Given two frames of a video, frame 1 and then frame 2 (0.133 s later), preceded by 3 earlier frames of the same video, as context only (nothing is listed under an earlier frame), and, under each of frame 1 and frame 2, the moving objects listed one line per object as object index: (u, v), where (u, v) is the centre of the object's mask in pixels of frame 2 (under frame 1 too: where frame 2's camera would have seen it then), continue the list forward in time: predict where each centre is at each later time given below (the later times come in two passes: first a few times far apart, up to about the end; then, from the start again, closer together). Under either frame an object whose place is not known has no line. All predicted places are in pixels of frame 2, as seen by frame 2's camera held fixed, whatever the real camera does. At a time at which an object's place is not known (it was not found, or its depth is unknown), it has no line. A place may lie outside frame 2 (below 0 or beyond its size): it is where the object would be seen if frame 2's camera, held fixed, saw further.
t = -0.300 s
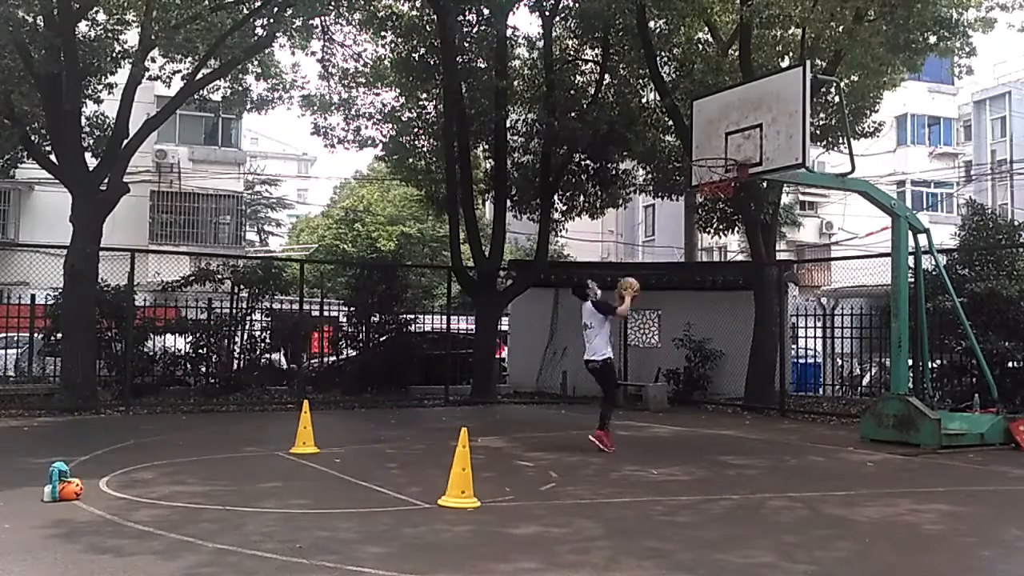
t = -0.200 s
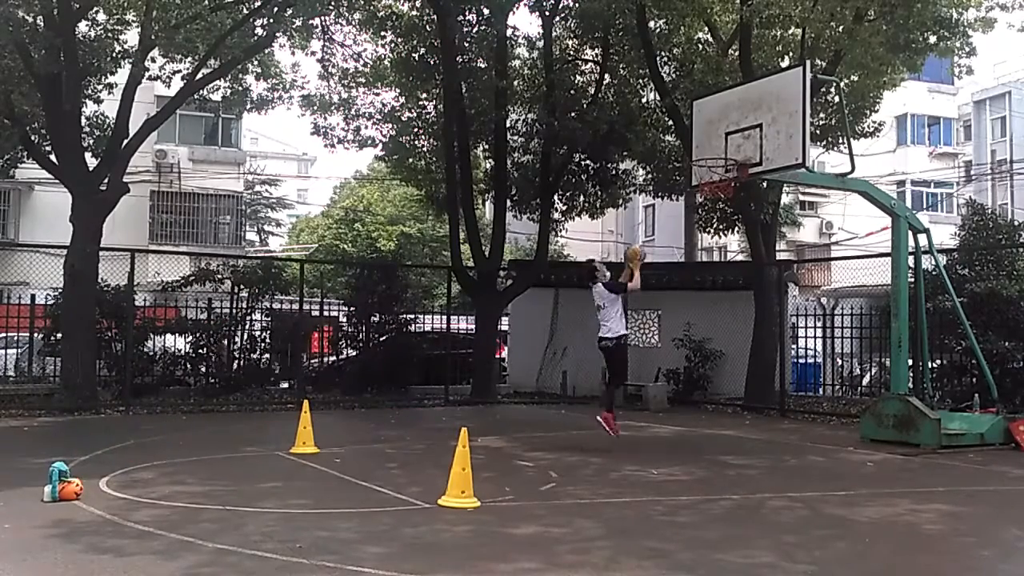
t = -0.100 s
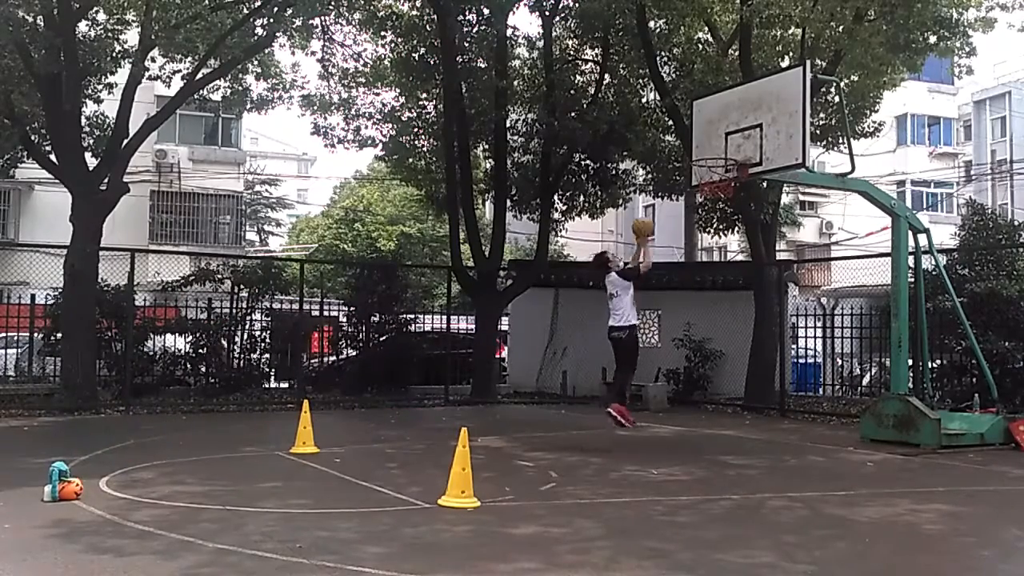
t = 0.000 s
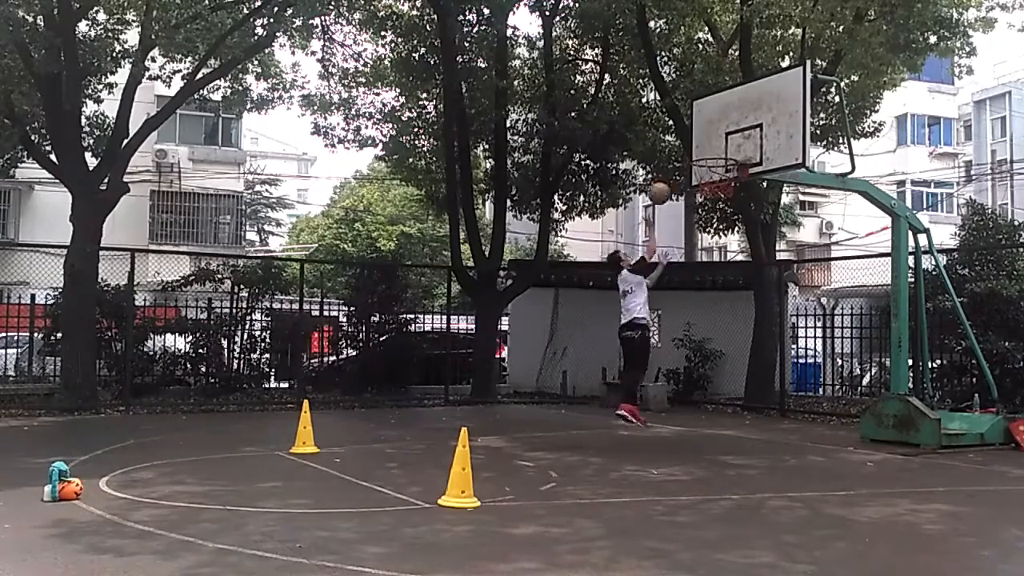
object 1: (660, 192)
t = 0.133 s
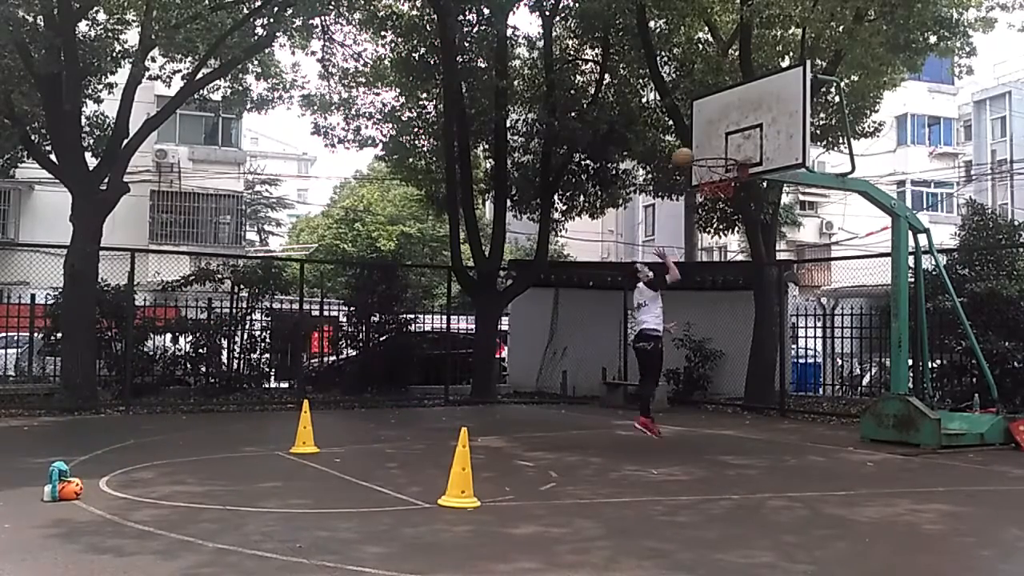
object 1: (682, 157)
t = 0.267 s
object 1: (707, 141)
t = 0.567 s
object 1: (707, 159)
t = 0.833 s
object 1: (702, 220)
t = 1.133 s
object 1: (702, 362)
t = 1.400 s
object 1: (708, 369)
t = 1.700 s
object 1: (722, 270)
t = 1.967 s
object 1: (732, 252)
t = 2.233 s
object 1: (744, 309)
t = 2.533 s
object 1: (756, 448)
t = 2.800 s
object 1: (764, 341)
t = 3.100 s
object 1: (771, 309)
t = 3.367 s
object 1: (779, 359)
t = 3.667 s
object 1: (789, 422)
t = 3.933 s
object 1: (797, 354)
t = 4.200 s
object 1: (808, 360)
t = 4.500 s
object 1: (818, 462)
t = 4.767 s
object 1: (826, 387)
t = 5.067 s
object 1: (836, 399)
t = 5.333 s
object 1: (845, 446)
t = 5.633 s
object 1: (855, 406)
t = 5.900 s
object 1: (868, 461)
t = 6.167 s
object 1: (877, 423)
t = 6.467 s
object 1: (886, 462)
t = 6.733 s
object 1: (898, 438)
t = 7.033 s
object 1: (914, 468)
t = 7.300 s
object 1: (927, 456)
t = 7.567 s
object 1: (942, 460)
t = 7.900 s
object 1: (959, 468)
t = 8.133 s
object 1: (972, 484)
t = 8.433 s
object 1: (990, 484)
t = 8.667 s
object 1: (1007, 488)
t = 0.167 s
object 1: (689, 152)
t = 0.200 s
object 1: (695, 147)
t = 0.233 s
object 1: (701, 144)
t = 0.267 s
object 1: (707, 141)
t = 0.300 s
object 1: (713, 139)
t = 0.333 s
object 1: (720, 138)
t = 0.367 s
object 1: (722, 139)
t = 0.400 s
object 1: (718, 139)
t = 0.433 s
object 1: (715, 141)
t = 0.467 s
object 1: (713, 143)
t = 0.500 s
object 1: (711, 146)
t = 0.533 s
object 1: (708, 151)
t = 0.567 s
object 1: (707, 159)
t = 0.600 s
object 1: (704, 168)
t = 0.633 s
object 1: (700, 173)
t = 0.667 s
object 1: (700, 179)
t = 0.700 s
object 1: (702, 187)
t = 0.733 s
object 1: (702, 193)
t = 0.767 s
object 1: (701, 200)
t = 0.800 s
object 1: (701, 209)
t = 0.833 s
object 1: (702, 220)
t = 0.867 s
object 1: (702, 231)
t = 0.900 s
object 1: (702, 243)
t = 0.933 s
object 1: (702, 257)
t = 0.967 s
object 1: (702, 272)
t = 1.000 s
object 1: (702, 287)
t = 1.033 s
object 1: (703, 305)
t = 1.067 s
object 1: (702, 322)
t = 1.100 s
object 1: (702, 341)
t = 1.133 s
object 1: (702, 362)
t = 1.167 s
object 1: (702, 385)
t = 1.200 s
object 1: (702, 408)
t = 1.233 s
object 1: (702, 432)
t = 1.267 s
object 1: (703, 442)
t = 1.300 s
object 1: (704, 422)
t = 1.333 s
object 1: (705, 402)
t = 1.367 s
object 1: (706, 386)
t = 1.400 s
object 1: (708, 369)
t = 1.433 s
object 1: (710, 354)
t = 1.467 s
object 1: (712, 340)
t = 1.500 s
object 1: (713, 327)
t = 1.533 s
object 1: (715, 315)
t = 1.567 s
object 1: (716, 304)
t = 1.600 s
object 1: (718, 294)
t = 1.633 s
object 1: (719, 284)
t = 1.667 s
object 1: (720, 277)
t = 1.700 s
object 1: (722, 270)
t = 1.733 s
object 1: (723, 264)
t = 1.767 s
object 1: (725, 260)
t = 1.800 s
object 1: (726, 255)
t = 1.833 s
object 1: (728, 253)
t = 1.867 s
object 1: (728, 251)
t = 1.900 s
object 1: (730, 251)
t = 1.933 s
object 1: (731, 251)
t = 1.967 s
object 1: (732, 252)
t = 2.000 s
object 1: (734, 255)
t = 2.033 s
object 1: (735, 260)
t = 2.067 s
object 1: (737, 265)
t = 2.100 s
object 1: (739, 271)
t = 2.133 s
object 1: (740, 278)
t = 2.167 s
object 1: (742, 286)
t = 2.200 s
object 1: (743, 297)
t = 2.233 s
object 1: (744, 309)
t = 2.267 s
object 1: (745, 321)
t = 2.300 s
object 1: (747, 335)
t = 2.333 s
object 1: (748, 349)
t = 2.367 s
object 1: (749, 365)
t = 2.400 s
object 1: (752, 382)
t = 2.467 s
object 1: (754, 421)
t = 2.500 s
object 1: (755, 442)
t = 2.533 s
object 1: (756, 448)
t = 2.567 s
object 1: (757, 431)
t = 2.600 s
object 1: (758, 415)
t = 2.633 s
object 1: (758, 400)
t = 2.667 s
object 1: (760, 386)
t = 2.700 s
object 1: (761, 372)
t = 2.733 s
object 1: (762, 361)
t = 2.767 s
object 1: (763, 350)
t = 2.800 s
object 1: (764, 341)
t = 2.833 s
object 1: (765, 333)
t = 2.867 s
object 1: (766, 326)
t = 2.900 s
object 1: (767, 319)
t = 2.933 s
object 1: (767, 315)
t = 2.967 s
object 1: (768, 311)
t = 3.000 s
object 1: (768, 309)
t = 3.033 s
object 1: (769, 308)
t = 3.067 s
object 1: (770, 307)
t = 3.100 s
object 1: (771, 309)
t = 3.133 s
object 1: (772, 311)
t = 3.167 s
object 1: (773, 314)
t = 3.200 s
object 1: (774, 319)
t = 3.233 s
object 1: (775, 324)
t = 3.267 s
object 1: (776, 331)
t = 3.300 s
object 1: (777, 339)
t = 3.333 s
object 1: (777, 348)
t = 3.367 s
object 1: (779, 359)
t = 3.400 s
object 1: (780, 371)
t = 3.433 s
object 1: (781, 385)
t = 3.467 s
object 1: (782, 399)
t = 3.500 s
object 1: (783, 414)
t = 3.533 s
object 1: (783, 433)
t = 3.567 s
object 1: (785, 452)
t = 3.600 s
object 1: (786, 452)
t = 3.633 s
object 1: (787, 435)
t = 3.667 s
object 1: (789, 422)
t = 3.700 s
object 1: (789, 409)
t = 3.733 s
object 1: (792, 397)
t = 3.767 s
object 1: (792, 386)
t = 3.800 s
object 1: (793, 378)
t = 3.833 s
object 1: (794, 370)
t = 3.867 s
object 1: (794, 364)
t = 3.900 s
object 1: (795, 359)
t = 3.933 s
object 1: (797, 354)
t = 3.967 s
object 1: (798, 351)
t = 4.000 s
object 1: (799, 349)
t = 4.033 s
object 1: (800, 348)
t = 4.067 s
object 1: (802, 349)
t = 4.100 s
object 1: (803, 349)
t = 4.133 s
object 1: (804, 352)
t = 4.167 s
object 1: (806, 356)
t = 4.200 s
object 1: (808, 360)
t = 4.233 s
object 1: (808, 367)
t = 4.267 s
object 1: (808, 375)
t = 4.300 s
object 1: (810, 384)
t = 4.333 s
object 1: (812, 394)
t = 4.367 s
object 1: (812, 406)
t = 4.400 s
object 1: (814, 418)
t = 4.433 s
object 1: (816, 432)
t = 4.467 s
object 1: (817, 449)
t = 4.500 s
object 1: (818, 462)
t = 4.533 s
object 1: (819, 448)
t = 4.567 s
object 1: (820, 436)
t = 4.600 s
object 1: (821, 424)
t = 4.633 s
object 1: (822, 414)
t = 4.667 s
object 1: (822, 407)
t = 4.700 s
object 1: (823, 398)
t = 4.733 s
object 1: (825, 392)
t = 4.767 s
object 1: (826, 387)
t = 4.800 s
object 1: (826, 387)
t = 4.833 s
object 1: (827, 384)
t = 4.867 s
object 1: (829, 381)
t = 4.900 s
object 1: (830, 382)
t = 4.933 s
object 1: (831, 382)
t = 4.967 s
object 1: (831, 385)
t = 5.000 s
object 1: (833, 387)
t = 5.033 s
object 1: (834, 392)
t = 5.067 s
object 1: (836, 399)
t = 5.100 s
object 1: (836, 406)
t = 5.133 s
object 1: (838, 416)
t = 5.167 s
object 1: (839, 427)
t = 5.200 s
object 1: (840, 439)
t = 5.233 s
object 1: (841, 452)
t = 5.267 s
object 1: (843, 467)
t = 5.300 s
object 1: (844, 457)
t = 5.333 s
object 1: (845, 446)
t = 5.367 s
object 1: (846, 437)
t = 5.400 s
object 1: (847, 429)
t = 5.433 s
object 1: (848, 421)
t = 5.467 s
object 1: (850, 415)
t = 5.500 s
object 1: (851, 411)
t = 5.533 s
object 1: (852, 409)
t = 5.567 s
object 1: (853, 407)
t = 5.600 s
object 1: (854, 406)
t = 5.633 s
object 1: (855, 406)
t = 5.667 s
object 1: (857, 408)
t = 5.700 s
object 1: (858, 411)
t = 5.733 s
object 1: (860, 415)
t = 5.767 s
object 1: (862, 420)
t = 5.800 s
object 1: (863, 429)
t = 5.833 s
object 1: (865, 438)
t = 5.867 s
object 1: (866, 449)
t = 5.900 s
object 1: (868, 461)
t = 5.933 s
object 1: (869, 471)
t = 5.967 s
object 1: (870, 460)
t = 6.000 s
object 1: (871, 450)
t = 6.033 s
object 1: (872, 443)
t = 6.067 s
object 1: (873, 436)
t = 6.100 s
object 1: (874, 431)
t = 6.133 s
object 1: (875, 427)
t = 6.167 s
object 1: (877, 423)
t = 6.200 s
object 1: (877, 422)
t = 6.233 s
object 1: (879, 422)
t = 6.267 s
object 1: (879, 424)
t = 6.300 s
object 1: (881, 425)
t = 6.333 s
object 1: (882, 431)
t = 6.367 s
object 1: (884, 435)
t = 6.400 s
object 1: (884, 444)
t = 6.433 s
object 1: (885, 453)
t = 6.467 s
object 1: (886, 462)
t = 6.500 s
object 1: (887, 473)
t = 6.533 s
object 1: (890, 465)
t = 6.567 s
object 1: (891, 457)
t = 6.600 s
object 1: (892, 451)
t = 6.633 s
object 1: (894, 446)
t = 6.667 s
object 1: (895, 441)
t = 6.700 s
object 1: (897, 439)
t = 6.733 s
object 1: (898, 438)
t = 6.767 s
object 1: (900, 439)
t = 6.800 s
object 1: (901, 440)
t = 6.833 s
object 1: (903, 442)
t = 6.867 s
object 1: (905, 446)
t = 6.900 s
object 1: (906, 452)
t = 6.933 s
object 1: (909, 460)
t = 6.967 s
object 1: (910, 468)
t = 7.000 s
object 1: (912, 476)
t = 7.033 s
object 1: (914, 468)
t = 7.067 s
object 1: (915, 462)
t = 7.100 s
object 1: (917, 457)
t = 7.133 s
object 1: (919, 453)
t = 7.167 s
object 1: (921, 451)
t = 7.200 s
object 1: (922, 450)
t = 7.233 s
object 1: (924, 451)
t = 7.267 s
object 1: (925, 452)
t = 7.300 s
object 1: (927, 456)
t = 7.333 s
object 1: (930, 460)
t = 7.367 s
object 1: (932, 467)
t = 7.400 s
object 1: (934, 475)
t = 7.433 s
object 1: (936, 478)
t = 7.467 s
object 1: (937, 471)
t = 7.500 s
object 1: (939, 466)
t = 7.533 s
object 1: (940, 463)
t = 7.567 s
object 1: (942, 460)
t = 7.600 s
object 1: (943, 459)
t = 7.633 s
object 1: (945, 460)
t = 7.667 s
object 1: (947, 461)
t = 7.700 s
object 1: (949, 465)
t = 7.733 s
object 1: (951, 470)
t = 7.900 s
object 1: (959, 468)
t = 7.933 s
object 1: (961, 467)
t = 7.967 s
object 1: (963, 466)
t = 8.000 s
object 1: (965, 468)
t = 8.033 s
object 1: (966, 470)
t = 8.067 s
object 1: (968, 474)
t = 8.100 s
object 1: (970, 480)
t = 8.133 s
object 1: (972, 484)
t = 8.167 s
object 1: (974, 479)
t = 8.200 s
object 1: (976, 475)
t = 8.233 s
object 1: (978, 473)
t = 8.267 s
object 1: (979, 473)
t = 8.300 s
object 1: (982, 474)
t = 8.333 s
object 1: (984, 476)
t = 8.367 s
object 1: (987, 480)
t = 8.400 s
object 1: (989, 486)
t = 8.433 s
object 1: (990, 484)
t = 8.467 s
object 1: (993, 480)
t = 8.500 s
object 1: (996, 479)
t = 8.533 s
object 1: (998, 478)
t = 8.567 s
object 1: (1000, 480)
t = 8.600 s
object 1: (1003, 482)
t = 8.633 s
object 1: (1005, 487)
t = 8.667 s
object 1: (1007, 488)
